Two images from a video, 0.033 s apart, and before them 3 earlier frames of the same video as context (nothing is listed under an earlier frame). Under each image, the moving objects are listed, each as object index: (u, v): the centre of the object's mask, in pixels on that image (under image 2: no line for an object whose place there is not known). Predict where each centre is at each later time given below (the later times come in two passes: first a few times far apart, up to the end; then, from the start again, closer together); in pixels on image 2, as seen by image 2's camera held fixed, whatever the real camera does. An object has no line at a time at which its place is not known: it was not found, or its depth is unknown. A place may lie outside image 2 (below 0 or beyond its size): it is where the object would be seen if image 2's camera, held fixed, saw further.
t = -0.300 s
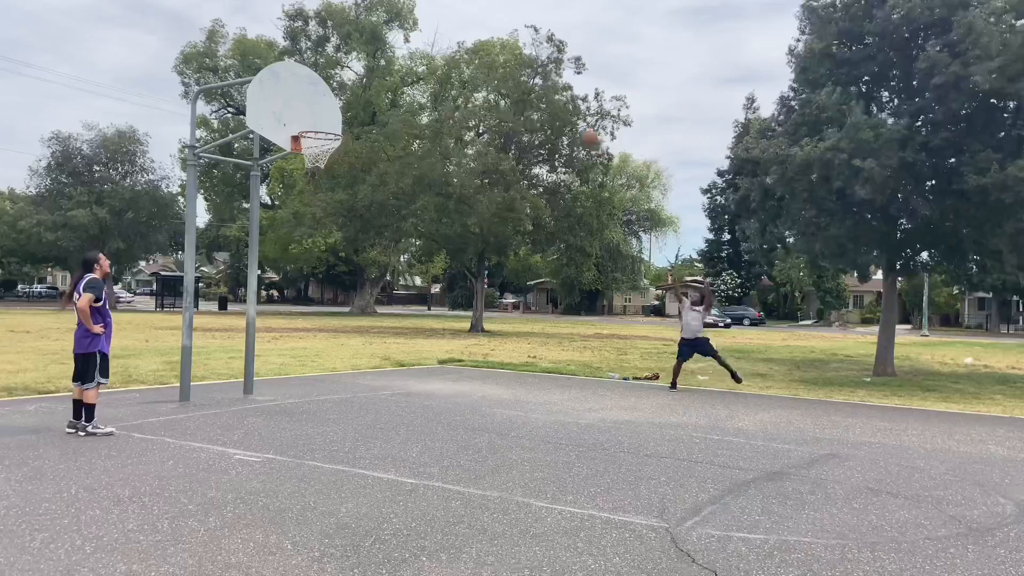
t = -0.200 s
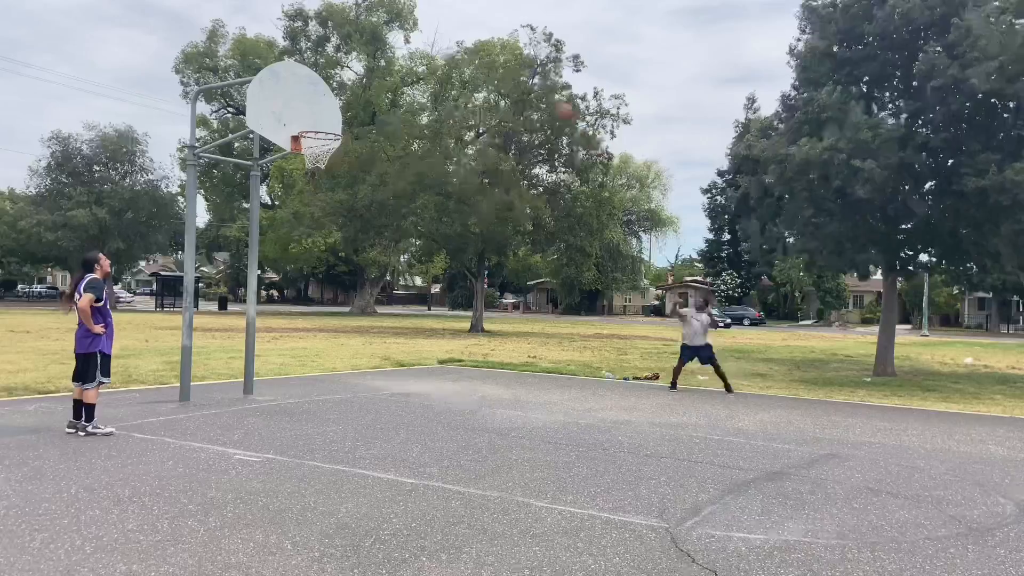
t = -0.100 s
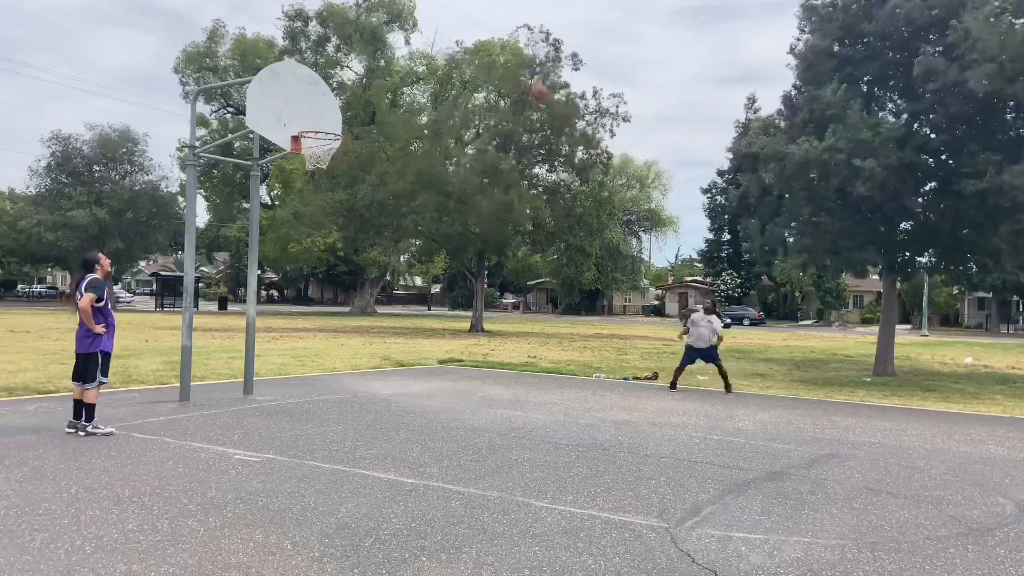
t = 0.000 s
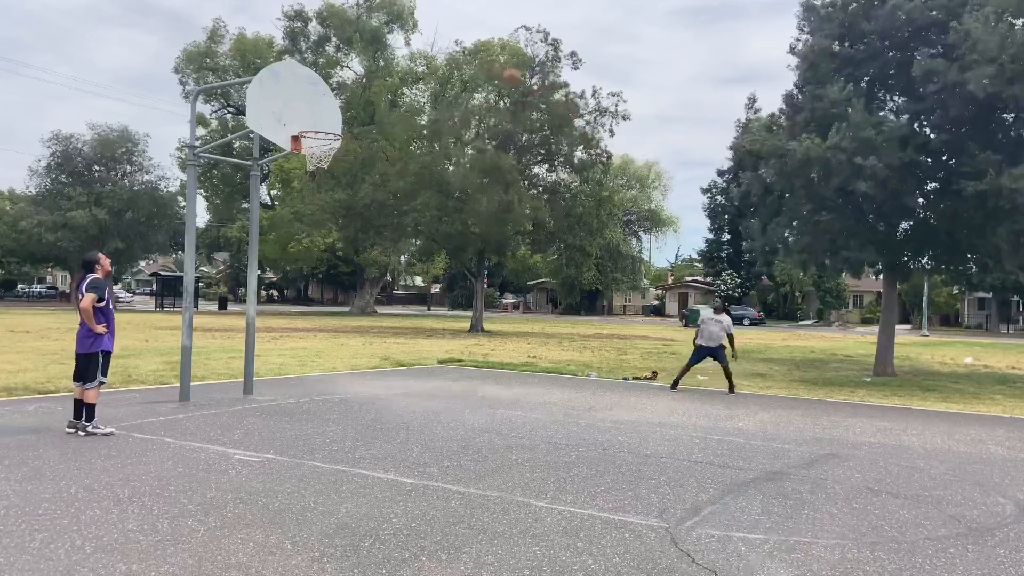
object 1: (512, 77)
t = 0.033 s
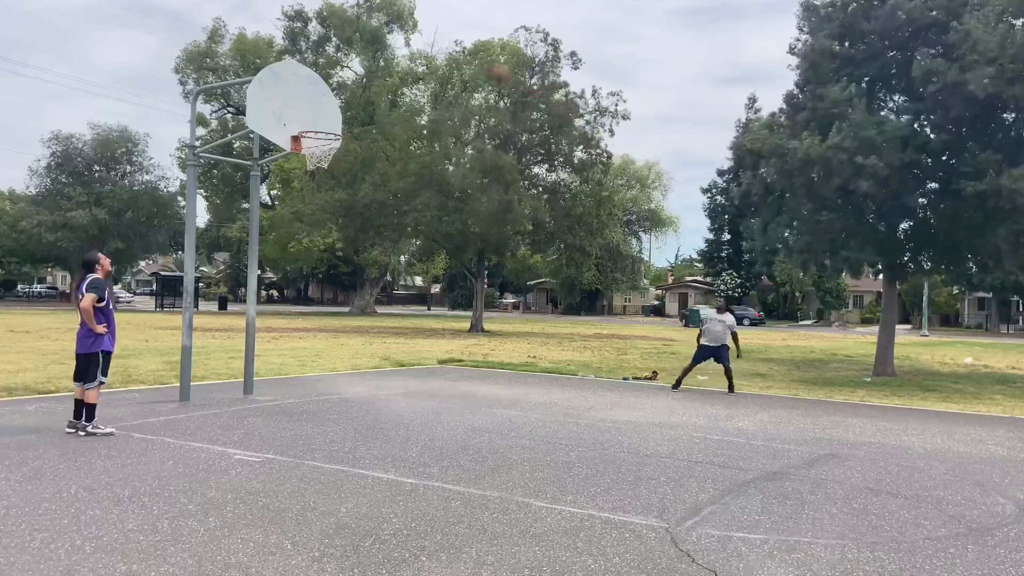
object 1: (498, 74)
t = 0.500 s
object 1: (351, 109)
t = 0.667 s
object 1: (305, 158)
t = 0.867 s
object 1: (294, 202)
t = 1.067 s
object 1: (283, 274)
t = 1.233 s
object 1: (271, 356)
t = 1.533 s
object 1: (294, 306)
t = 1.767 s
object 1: (322, 258)
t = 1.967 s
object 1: (344, 252)
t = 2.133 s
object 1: (361, 270)
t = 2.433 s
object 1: (390, 352)
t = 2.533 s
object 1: (399, 386)
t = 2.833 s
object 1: (423, 309)
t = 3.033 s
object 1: (439, 298)
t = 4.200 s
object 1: (526, 344)
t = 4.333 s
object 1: (536, 369)
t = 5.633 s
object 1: (637, 363)
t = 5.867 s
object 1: (655, 371)
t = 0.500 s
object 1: (351, 109)
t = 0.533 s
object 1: (339, 118)
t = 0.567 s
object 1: (326, 128)
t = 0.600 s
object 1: (315, 141)
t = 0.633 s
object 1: (309, 152)
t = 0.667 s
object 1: (305, 158)
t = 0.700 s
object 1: (303, 163)
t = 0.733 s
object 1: (303, 169)
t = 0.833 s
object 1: (297, 193)
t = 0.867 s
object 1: (294, 202)
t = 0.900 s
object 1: (293, 211)
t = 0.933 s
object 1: (290, 222)
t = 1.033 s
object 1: (285, 262)
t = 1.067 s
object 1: (283, 274)
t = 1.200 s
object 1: (274, 339)
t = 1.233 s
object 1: (271, 356)
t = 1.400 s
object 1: (280, 350)
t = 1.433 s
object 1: (283, 338)
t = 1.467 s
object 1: (285, 332)
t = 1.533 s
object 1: (294, 306)
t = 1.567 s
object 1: (299, 297)
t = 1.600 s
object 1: (303, 288)
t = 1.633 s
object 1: (306, 280)
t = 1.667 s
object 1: (310, 273)
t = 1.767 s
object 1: (322, 258)
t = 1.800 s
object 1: (326, 254)
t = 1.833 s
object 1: (329, 252)
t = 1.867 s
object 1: (333, 252)
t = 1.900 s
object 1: (337, 252)
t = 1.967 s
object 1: (344, 252)
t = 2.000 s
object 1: (347, 254)
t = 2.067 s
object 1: (354, 261)
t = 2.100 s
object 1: (358, 265)
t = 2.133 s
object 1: (361, 270)
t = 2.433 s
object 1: (390, 352)
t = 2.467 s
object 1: (393, 365)
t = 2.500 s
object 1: (396, 380)
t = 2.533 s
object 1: (399, 386)
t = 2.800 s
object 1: (420, 314)
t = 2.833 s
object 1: (423, 309)
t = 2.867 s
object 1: (426, 305)
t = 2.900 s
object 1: (428, 302)
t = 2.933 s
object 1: (430, 300)
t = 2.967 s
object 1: (433, 298)
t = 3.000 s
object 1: (436, 297)
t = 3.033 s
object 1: (439, 298)
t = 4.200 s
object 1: (526, 344)
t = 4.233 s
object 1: (529, 348)
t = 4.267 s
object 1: (531, 357)
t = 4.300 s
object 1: (534, 362)
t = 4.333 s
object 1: (536, 369)
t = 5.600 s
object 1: (634, 360)
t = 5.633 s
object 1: (637, 363)
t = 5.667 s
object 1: (640, 367)
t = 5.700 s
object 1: (642, 371)
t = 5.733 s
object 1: (646, 377)
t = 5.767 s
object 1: (648, 382)
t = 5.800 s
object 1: (651, 377)
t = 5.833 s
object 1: (652, 374)
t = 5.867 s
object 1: (655, 371)
